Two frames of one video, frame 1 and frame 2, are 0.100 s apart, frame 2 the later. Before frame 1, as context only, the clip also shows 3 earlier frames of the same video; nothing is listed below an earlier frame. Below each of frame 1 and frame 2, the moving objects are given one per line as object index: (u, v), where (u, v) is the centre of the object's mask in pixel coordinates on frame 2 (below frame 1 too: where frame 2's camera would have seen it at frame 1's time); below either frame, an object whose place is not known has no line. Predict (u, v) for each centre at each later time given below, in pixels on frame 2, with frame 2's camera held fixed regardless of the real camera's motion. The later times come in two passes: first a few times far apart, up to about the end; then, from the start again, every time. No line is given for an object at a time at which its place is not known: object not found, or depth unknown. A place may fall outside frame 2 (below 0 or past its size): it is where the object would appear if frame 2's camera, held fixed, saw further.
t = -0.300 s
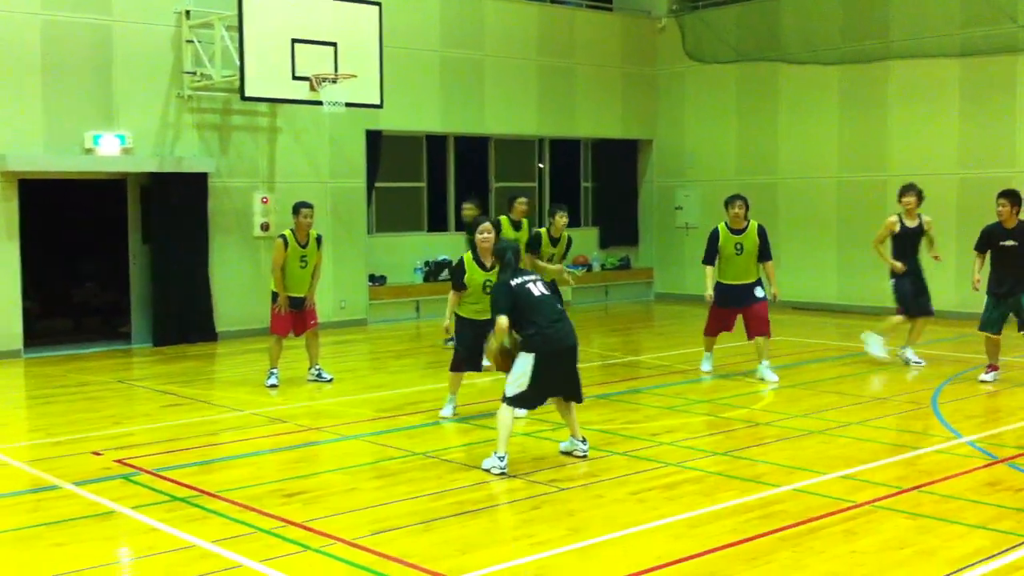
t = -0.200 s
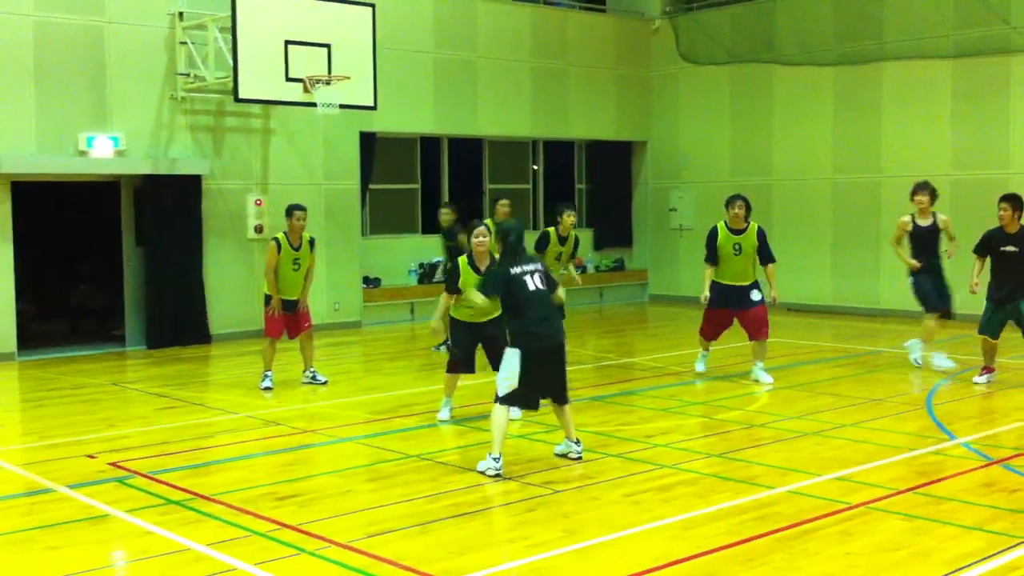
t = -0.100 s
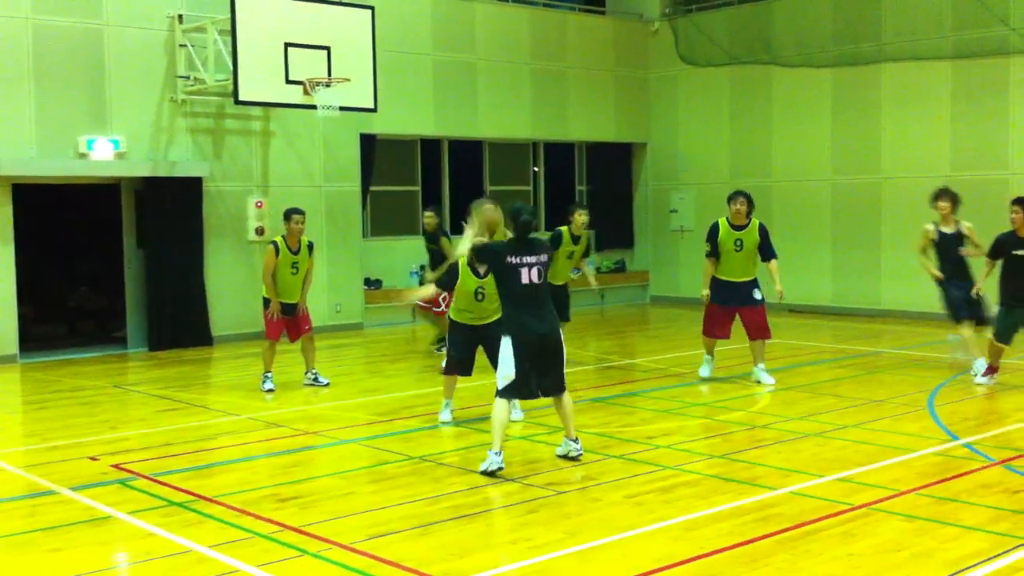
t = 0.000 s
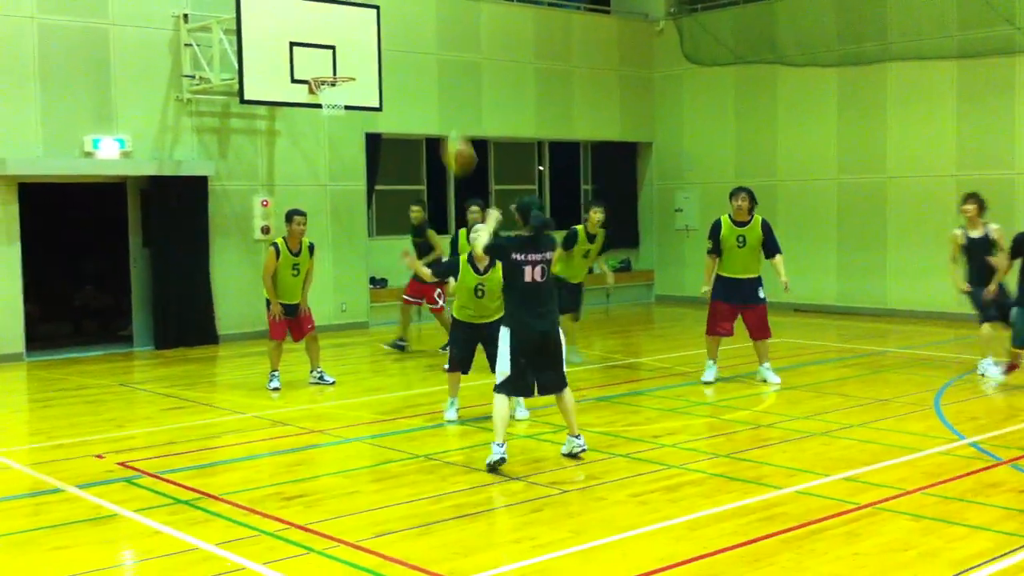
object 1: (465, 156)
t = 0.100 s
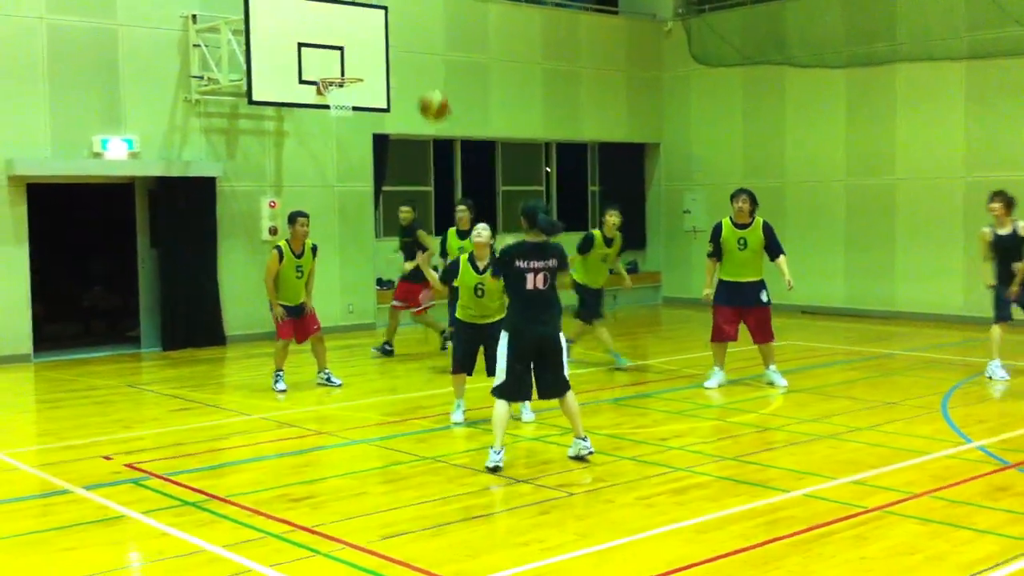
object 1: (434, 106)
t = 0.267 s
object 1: (391, 65)
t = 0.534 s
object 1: (336, 76)
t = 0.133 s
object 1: (425, 94)
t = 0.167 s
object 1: (416, 85)
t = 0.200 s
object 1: (408, 78)
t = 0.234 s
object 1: (400, 71)
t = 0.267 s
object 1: (391, 65)
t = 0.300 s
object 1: (376, 59)
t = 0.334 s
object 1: (370, 58)
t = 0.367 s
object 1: (363, 58)
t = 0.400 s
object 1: (357, 59)
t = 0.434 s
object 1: (352, 61)
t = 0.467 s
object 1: (346, 64)
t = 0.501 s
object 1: (341, 69)
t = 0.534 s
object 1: (336, 76)
